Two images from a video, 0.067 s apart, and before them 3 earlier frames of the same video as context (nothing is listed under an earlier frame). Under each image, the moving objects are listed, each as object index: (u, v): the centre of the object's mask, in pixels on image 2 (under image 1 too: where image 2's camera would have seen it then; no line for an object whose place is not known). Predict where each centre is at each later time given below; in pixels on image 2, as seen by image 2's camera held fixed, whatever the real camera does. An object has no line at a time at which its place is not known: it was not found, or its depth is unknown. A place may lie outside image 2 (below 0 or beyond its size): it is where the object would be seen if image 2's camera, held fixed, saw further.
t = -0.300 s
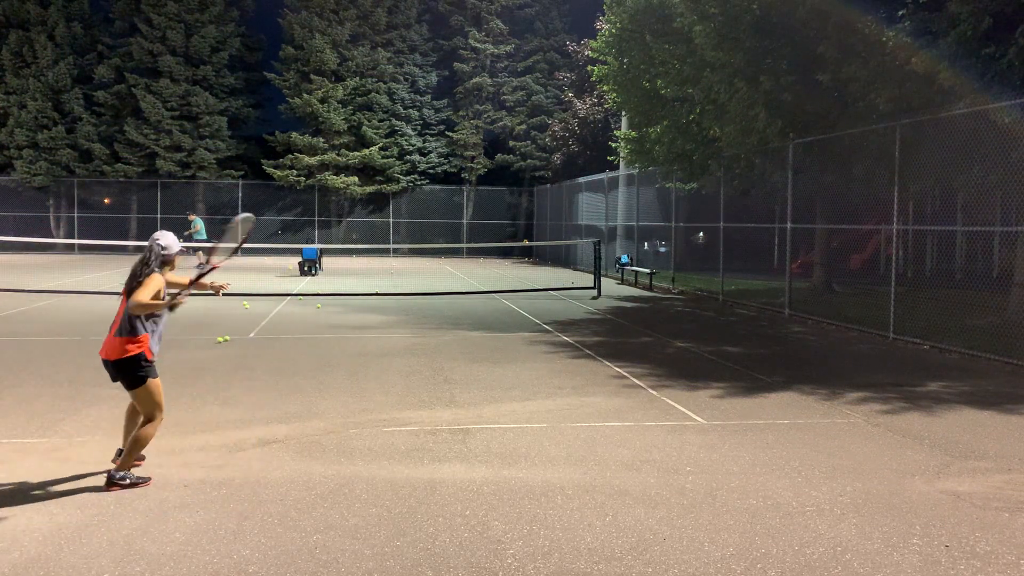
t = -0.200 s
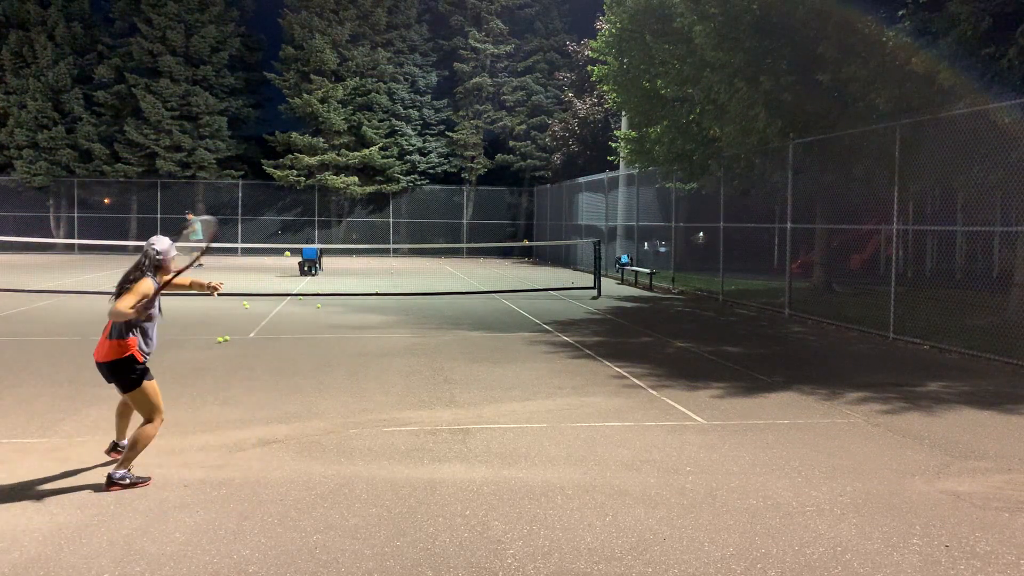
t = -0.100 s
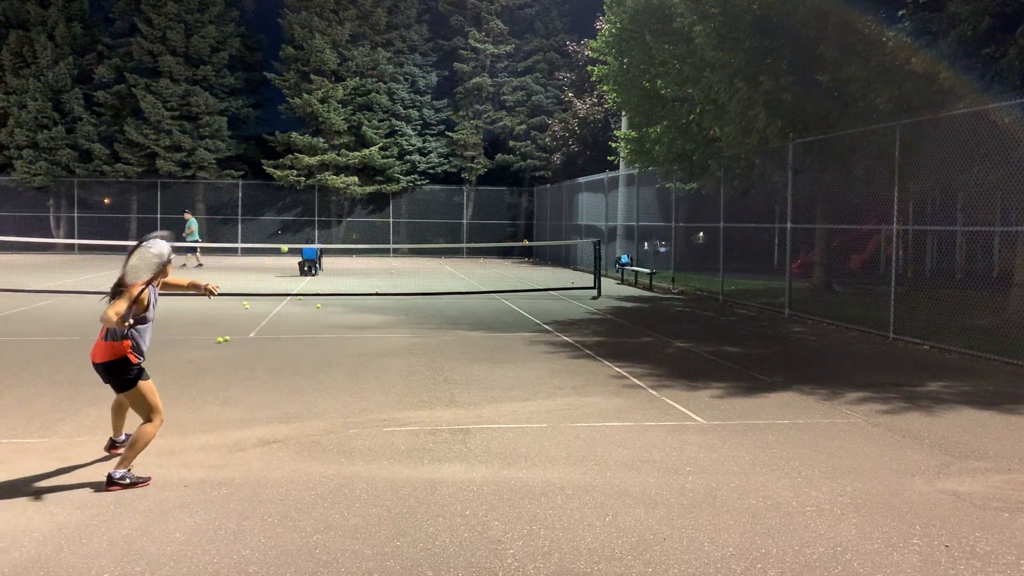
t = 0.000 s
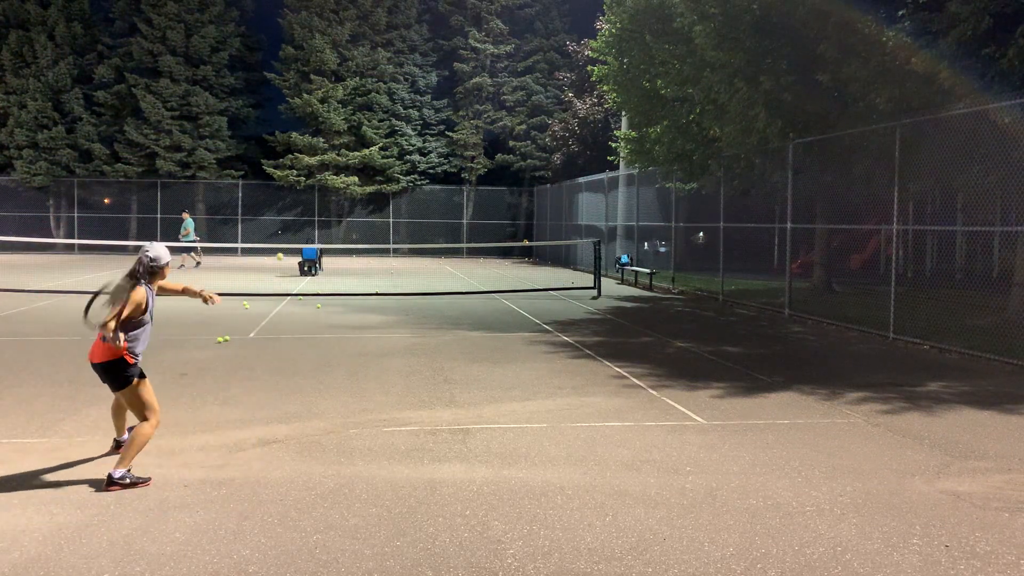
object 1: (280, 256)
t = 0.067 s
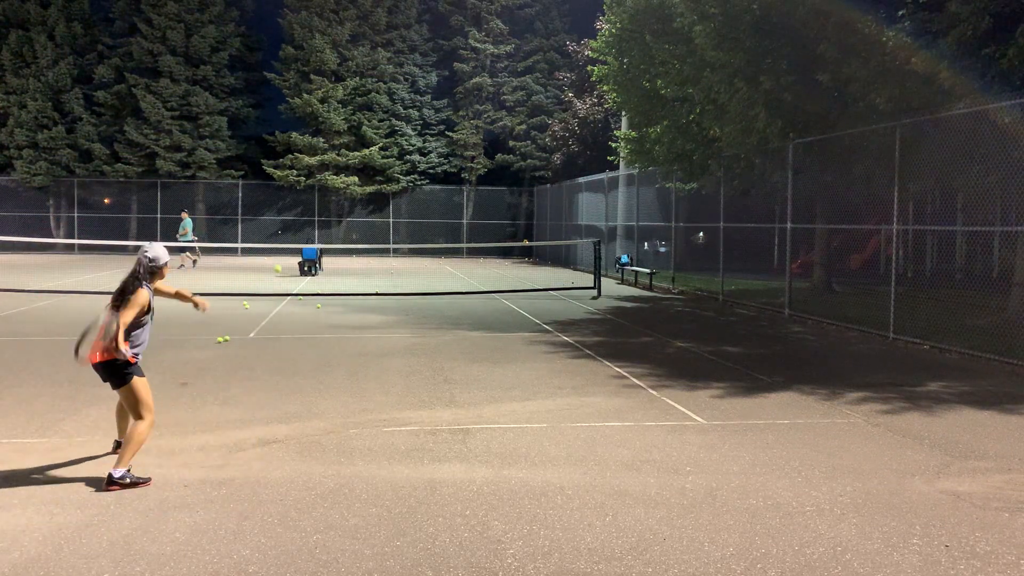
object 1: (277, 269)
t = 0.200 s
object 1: (273, 312)
